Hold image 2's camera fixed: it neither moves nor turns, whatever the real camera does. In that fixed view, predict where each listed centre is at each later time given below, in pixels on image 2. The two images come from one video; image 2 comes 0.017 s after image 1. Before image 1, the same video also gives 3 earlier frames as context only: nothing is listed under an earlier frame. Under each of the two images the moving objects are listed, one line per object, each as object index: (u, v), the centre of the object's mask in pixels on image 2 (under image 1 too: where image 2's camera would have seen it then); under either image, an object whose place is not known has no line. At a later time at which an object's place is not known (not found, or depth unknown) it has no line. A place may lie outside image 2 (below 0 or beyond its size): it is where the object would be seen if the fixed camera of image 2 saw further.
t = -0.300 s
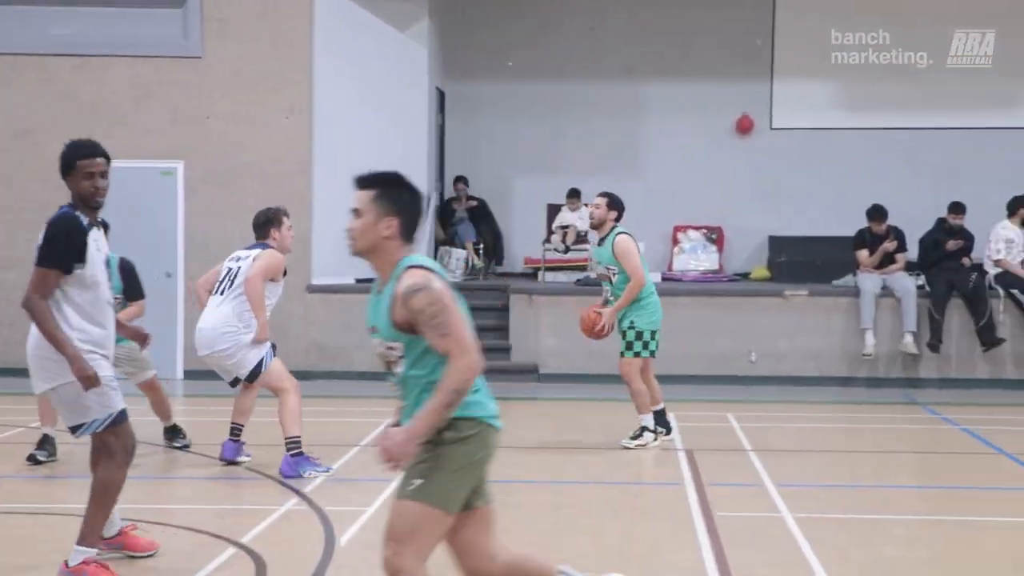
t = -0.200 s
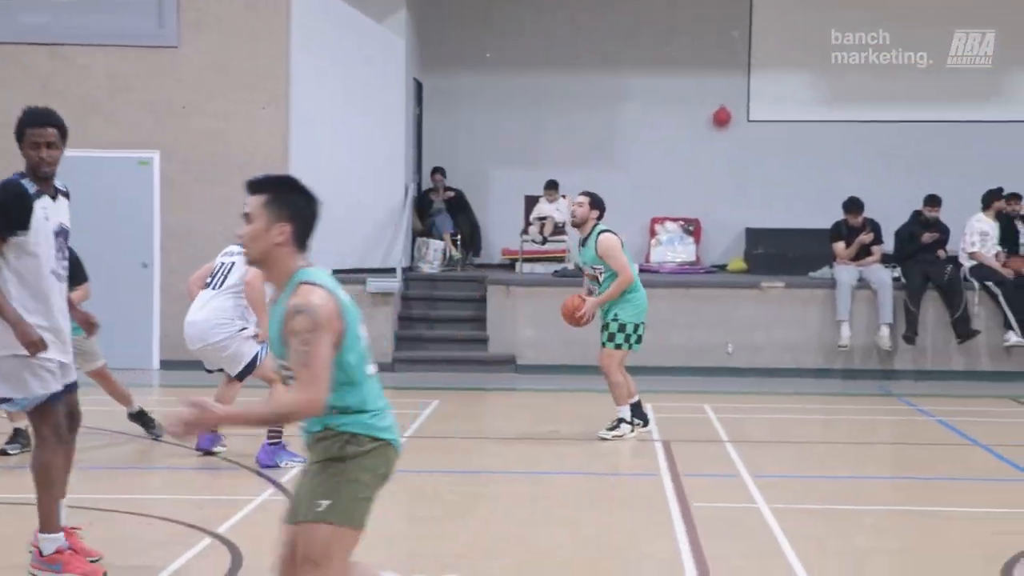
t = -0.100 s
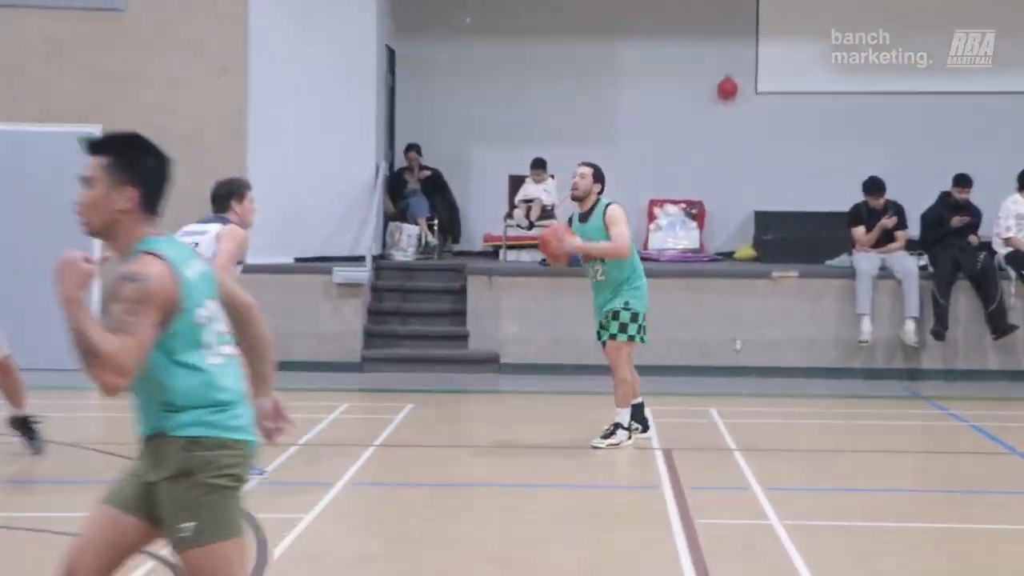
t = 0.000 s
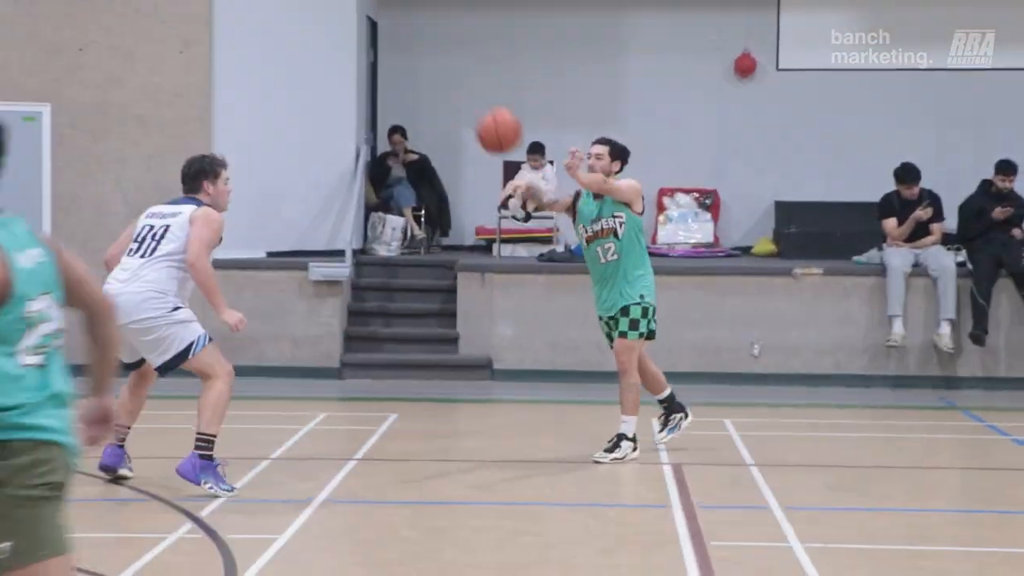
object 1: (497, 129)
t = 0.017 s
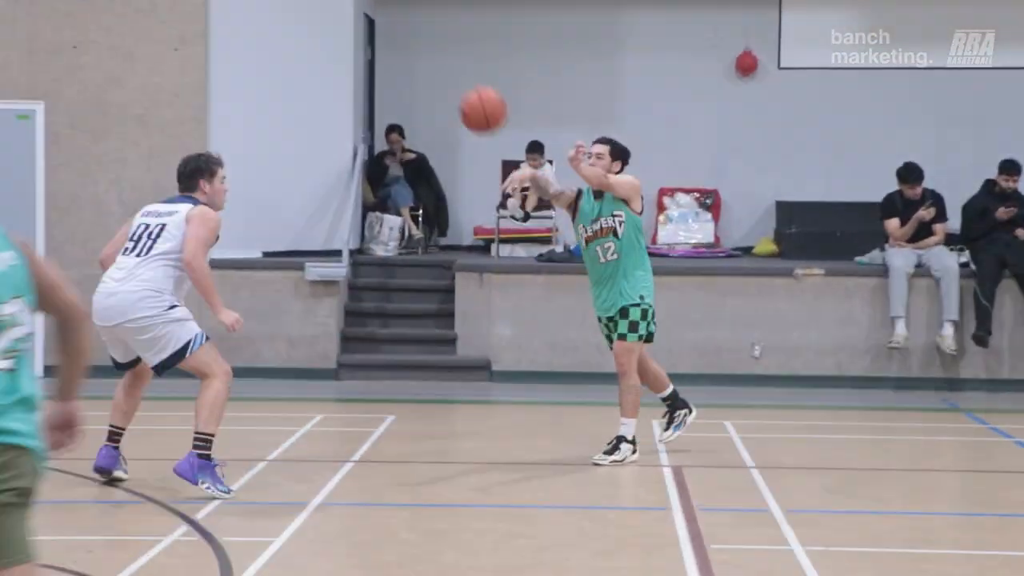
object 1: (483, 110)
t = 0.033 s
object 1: (468, 91)
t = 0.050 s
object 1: (452, 69)
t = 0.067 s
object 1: (436, 48)
